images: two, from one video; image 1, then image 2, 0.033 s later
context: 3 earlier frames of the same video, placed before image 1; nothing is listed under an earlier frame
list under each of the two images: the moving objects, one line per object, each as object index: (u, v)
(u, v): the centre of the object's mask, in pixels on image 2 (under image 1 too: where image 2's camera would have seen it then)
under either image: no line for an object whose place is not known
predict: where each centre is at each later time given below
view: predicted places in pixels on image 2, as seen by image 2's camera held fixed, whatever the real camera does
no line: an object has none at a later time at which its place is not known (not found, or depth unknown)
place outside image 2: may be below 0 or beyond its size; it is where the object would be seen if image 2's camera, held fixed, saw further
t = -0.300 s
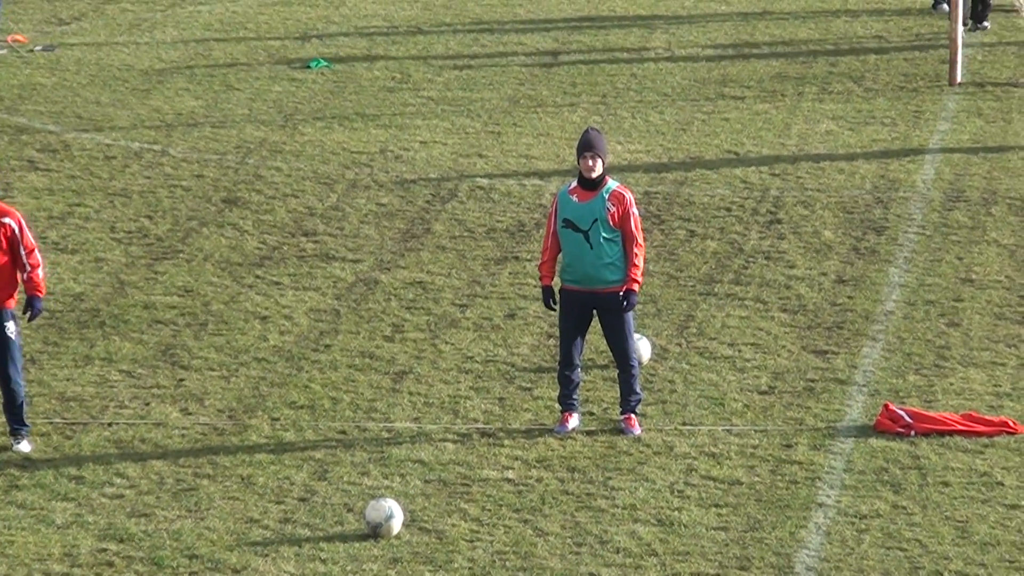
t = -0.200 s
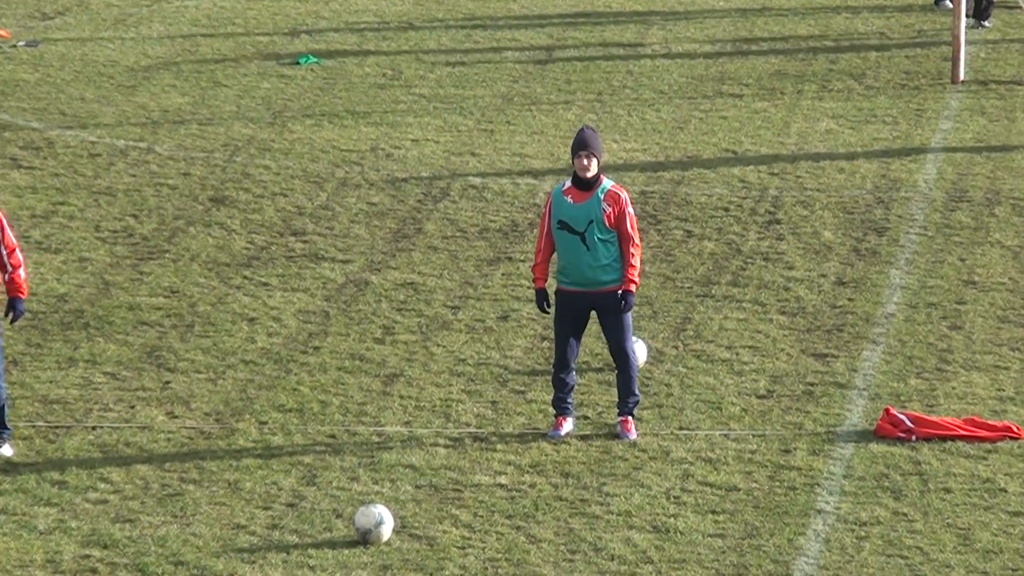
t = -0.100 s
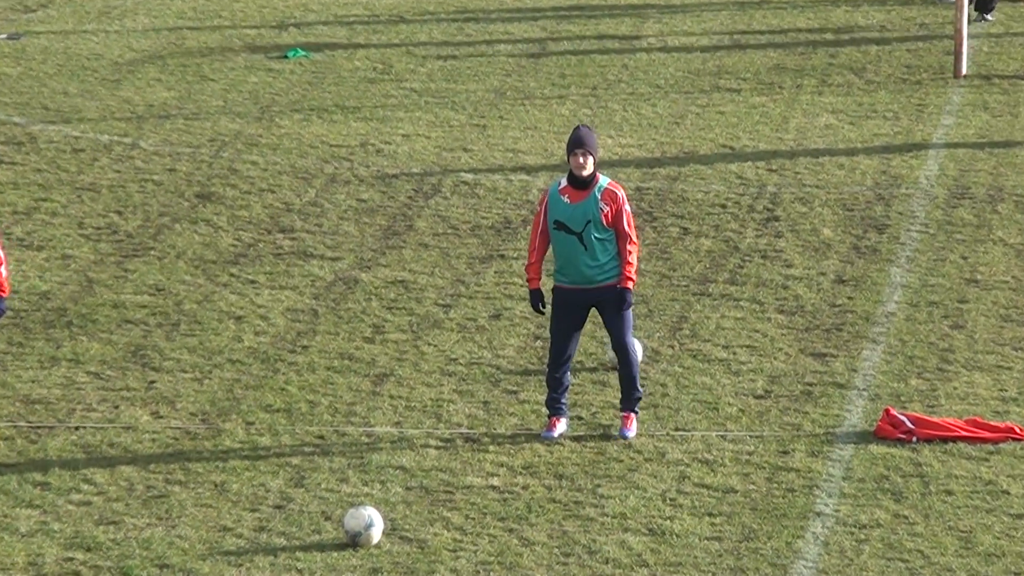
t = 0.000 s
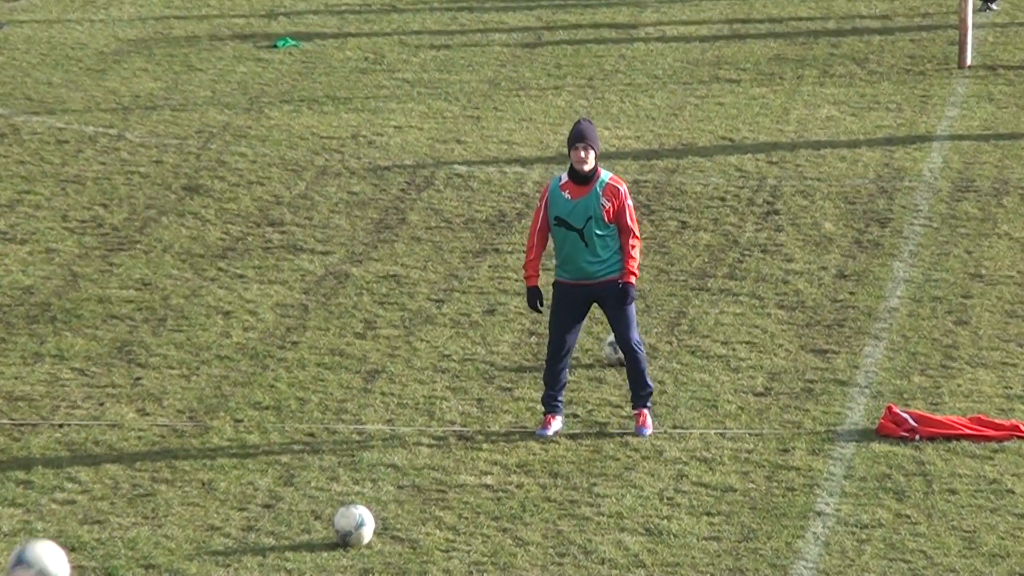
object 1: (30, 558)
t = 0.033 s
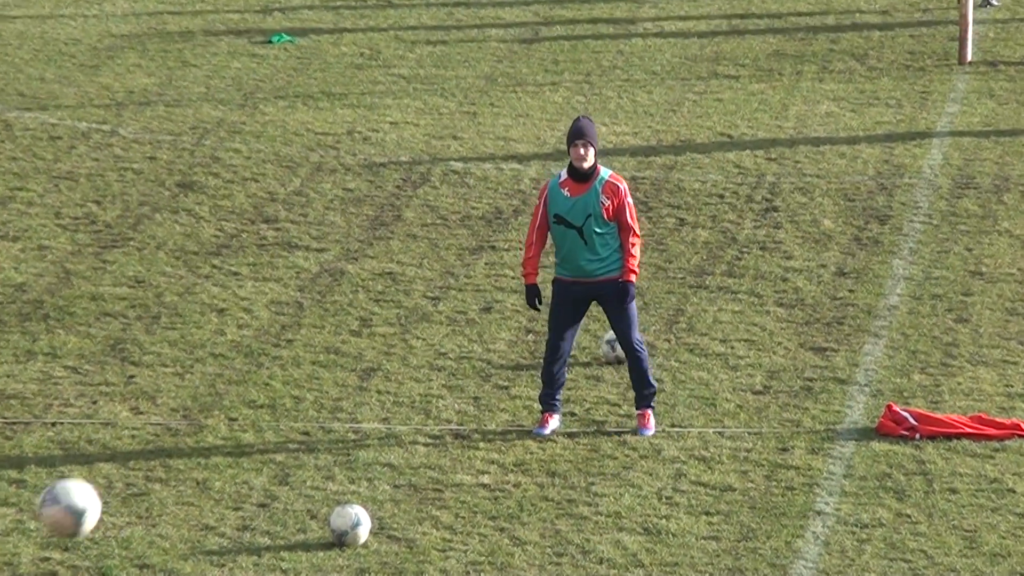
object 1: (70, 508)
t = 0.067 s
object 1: (106, 452)
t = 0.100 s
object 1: (140, 399)
